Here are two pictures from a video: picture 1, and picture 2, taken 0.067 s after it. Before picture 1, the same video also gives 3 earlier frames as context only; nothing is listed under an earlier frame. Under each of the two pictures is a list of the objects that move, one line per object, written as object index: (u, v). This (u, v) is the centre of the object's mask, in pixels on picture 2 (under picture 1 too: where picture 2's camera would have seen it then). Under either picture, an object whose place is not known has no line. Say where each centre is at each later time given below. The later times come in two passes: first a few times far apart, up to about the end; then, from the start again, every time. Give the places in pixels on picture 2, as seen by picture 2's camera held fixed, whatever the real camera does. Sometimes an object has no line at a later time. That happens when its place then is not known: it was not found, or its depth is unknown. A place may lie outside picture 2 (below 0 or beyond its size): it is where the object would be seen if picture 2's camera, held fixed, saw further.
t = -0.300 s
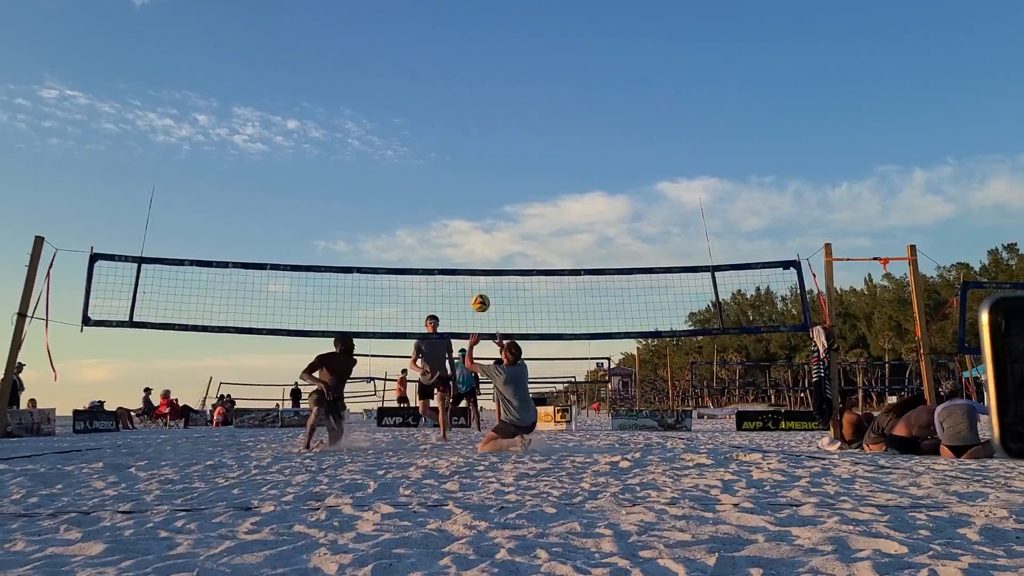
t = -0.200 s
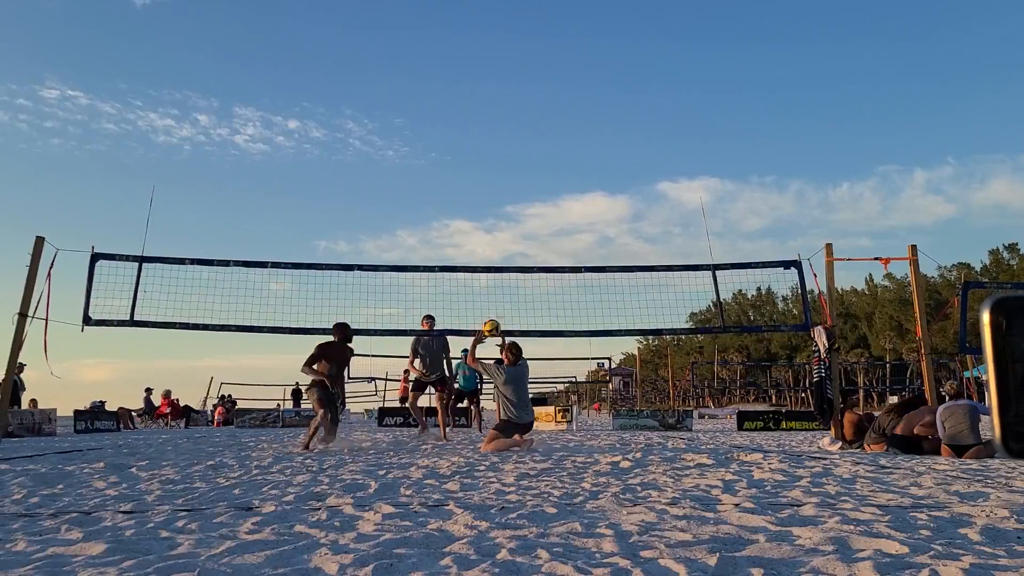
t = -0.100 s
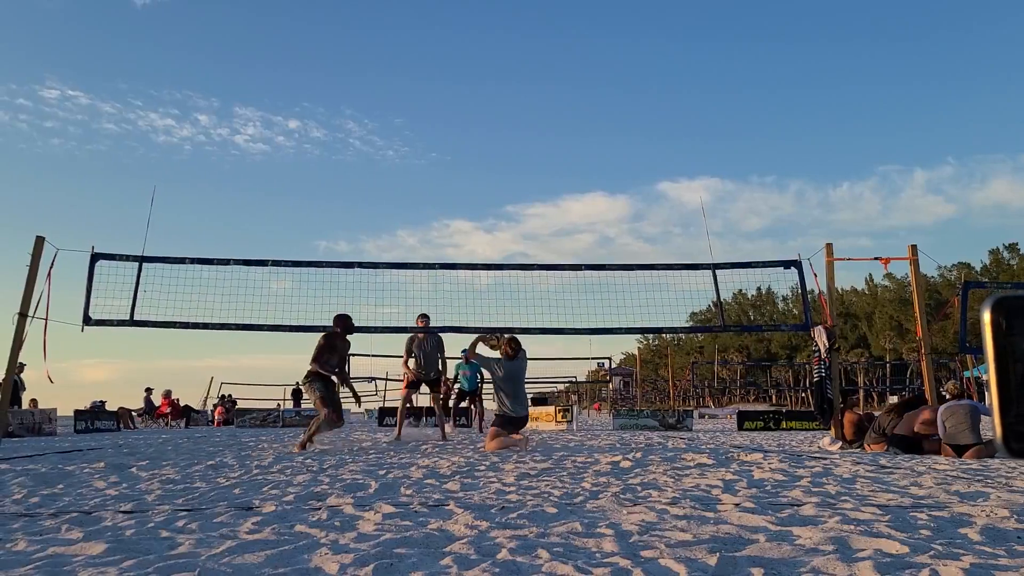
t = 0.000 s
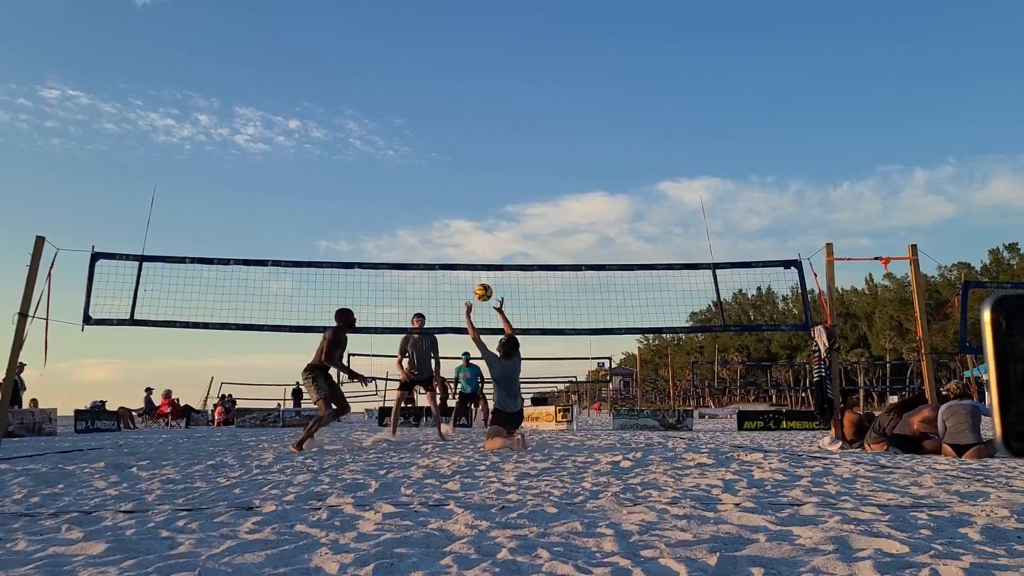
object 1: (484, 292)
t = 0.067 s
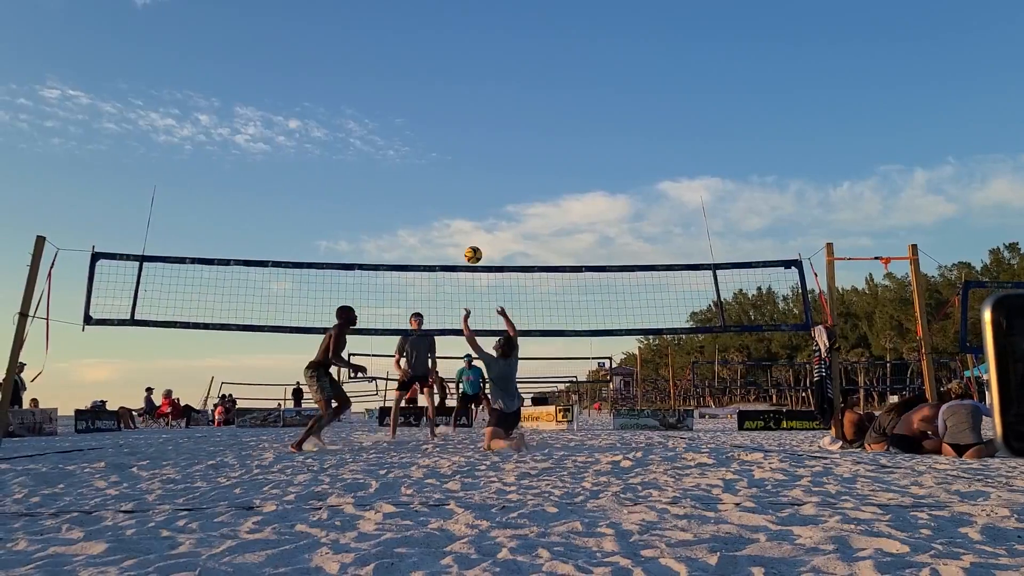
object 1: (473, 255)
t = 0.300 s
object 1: (439, 157)
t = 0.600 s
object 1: (397, 100)
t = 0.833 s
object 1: (366, 104)
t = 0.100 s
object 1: (468, 238)
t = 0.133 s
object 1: (463, 222)
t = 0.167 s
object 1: (457, 207)
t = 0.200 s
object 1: (453, 193)
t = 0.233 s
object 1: (448, 180)
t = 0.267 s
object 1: (443, 168)
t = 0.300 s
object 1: (439, 157)
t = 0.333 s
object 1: (434, 146)
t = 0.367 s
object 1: (430, 137)
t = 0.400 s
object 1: (425, 129)
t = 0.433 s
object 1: (420, 122)
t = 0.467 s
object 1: (416, 116)
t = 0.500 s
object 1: (411, 111)
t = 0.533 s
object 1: (406, 106)
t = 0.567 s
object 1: (402, 102)
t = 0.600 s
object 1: (397, 100)
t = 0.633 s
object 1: (393, 98)
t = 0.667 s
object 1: (388, 97)
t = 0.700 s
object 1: (384, 97)
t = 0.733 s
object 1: (380, 97)
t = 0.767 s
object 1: (375, 99)
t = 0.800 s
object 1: (371, 101)
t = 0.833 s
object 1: (366, 104)
